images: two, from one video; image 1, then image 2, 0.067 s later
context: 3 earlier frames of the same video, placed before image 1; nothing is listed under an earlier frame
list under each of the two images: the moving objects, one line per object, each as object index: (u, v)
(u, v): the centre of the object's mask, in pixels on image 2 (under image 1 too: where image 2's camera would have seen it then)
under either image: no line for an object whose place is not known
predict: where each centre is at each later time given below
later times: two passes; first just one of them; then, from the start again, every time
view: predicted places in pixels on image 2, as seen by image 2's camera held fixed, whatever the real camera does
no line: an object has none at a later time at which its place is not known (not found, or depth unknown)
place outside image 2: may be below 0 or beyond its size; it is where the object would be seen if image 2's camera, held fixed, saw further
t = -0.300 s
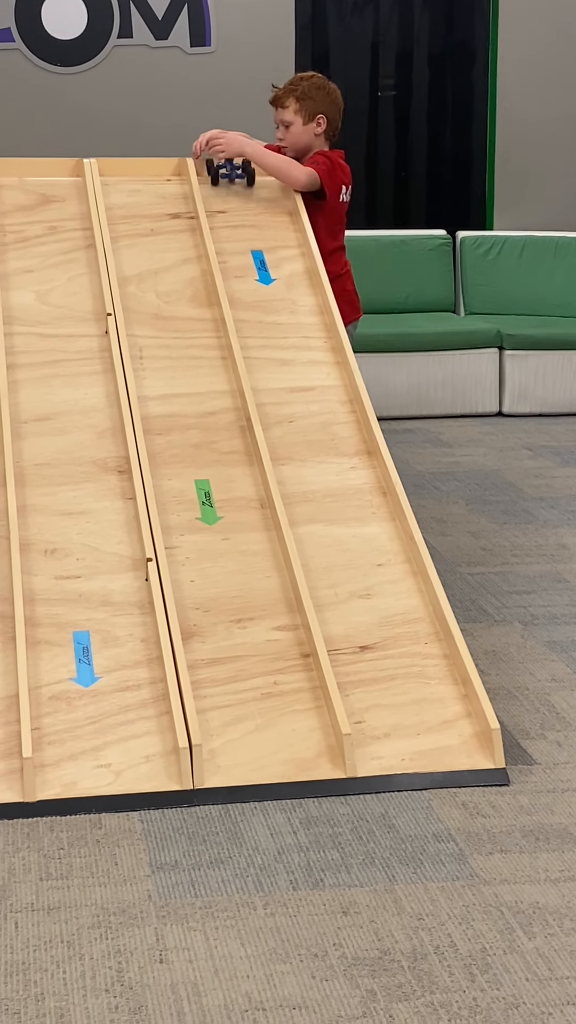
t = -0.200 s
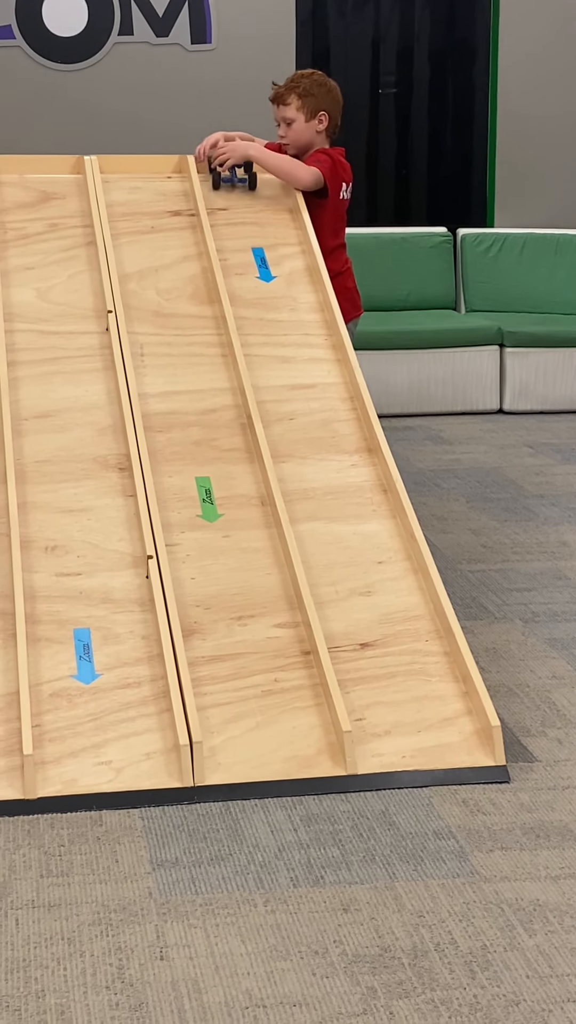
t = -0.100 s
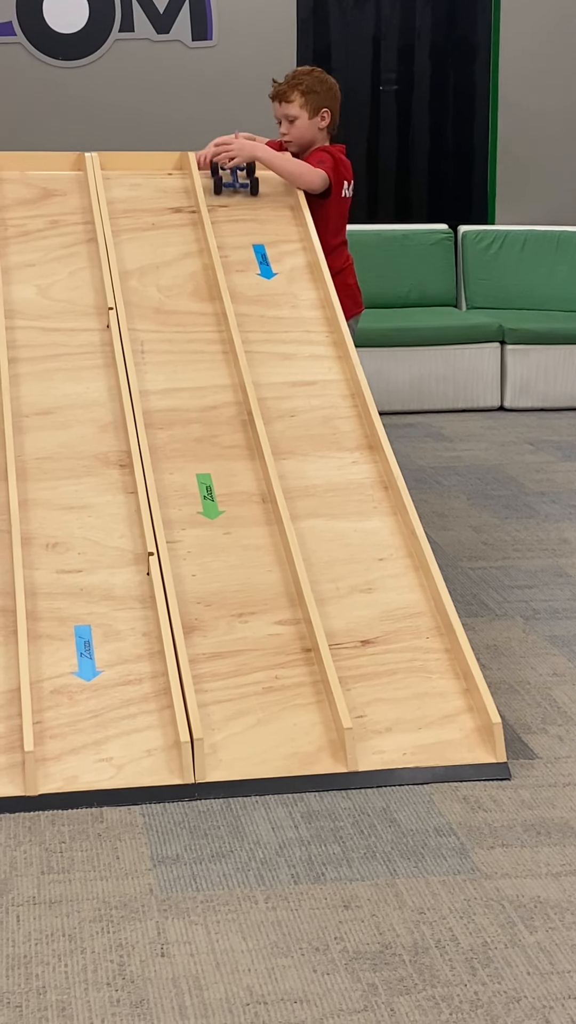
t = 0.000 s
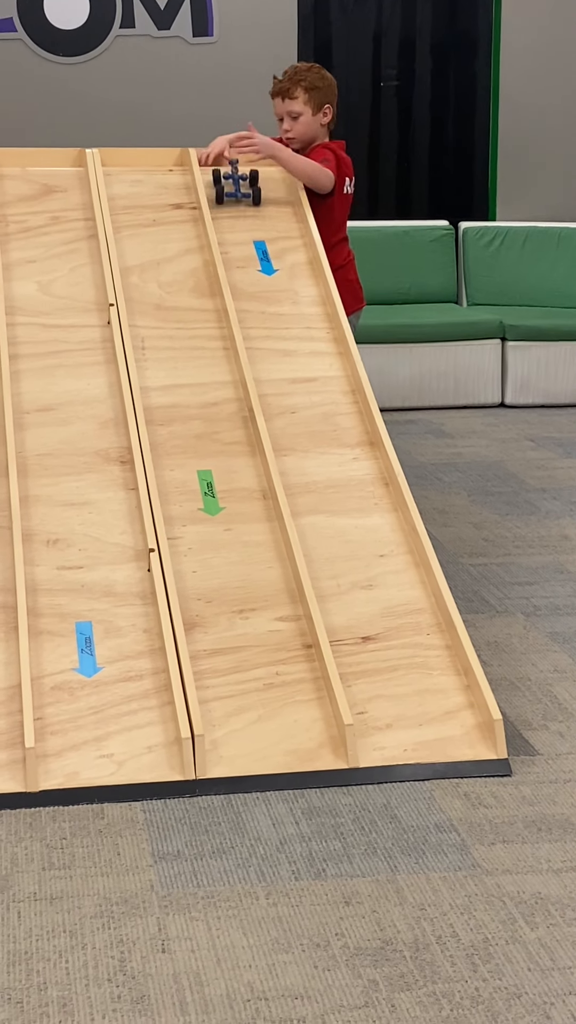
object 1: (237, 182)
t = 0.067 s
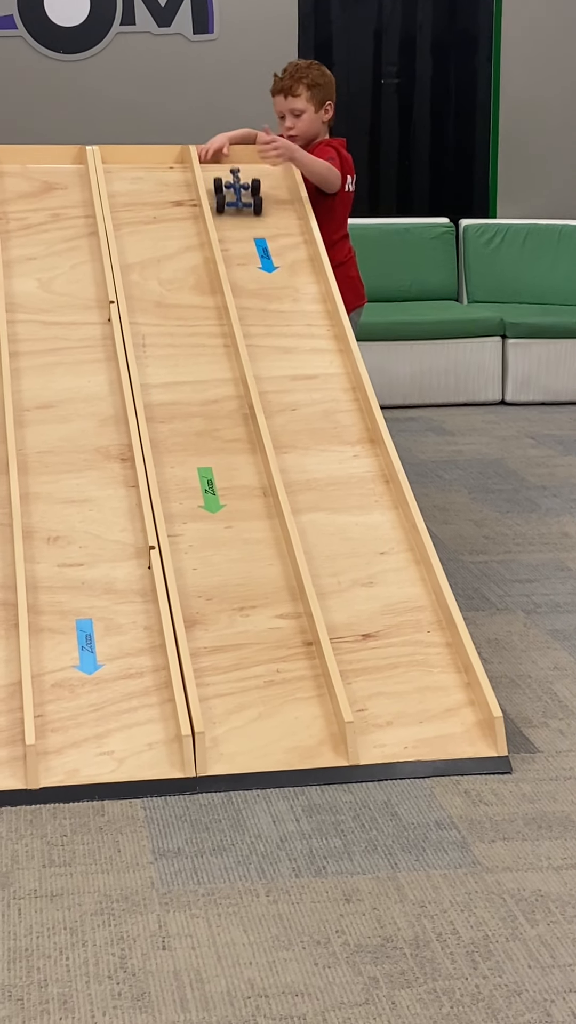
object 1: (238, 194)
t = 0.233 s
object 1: (243, 232)
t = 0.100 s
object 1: (238, 201)
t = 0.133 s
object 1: (238, 209)
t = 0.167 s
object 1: (238, 216)
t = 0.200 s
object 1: (239, 225)
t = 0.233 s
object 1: (243, 232)
